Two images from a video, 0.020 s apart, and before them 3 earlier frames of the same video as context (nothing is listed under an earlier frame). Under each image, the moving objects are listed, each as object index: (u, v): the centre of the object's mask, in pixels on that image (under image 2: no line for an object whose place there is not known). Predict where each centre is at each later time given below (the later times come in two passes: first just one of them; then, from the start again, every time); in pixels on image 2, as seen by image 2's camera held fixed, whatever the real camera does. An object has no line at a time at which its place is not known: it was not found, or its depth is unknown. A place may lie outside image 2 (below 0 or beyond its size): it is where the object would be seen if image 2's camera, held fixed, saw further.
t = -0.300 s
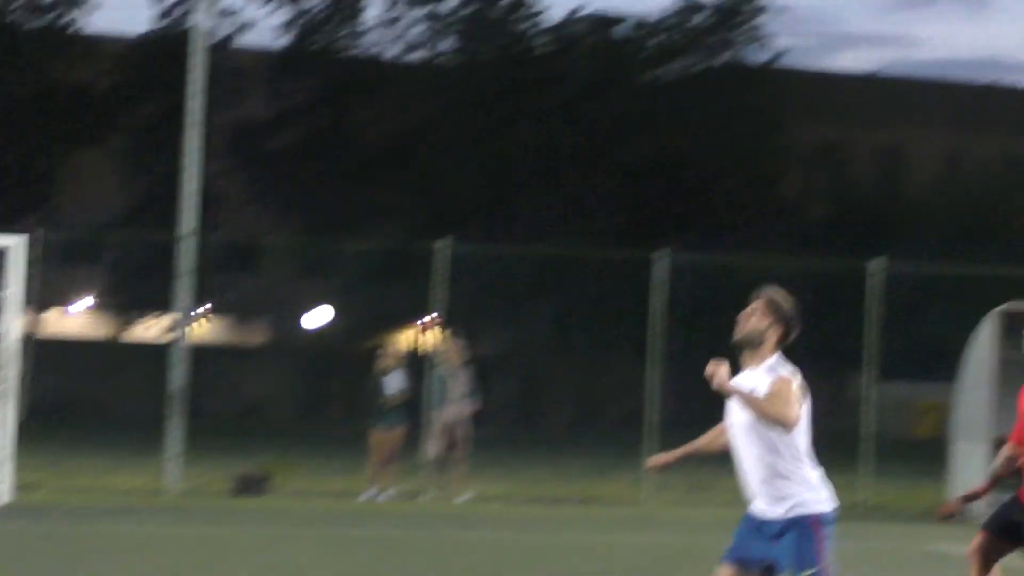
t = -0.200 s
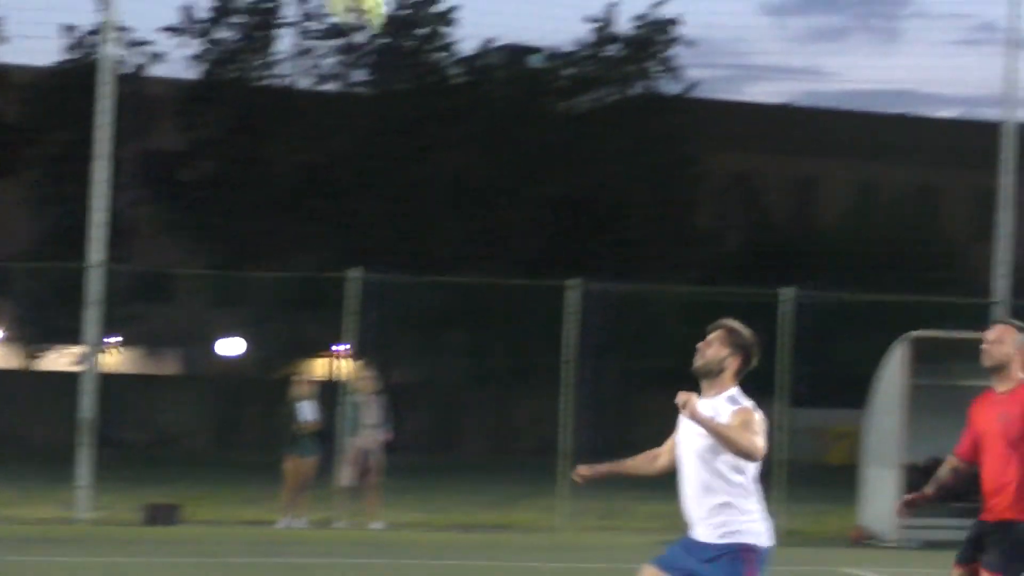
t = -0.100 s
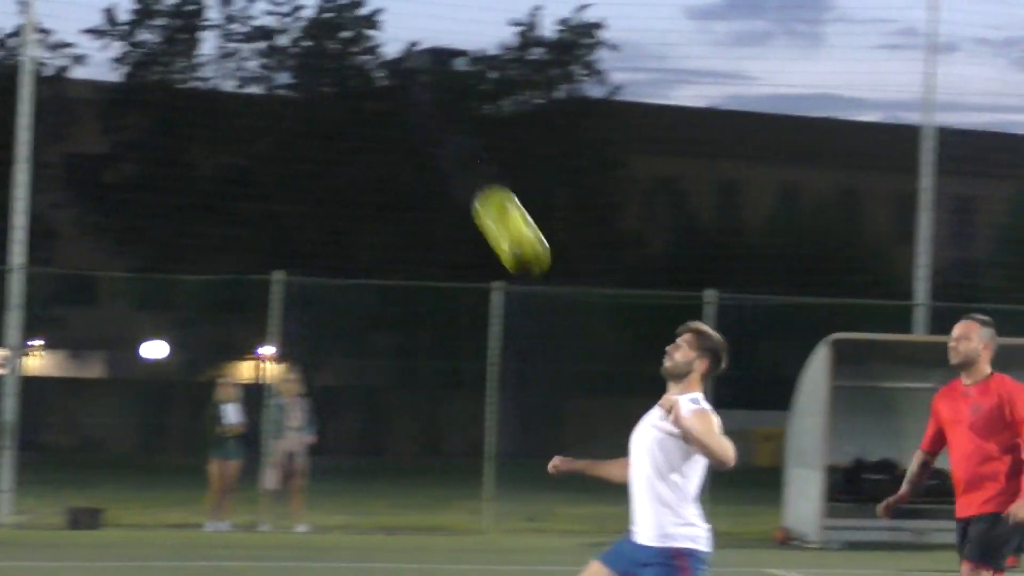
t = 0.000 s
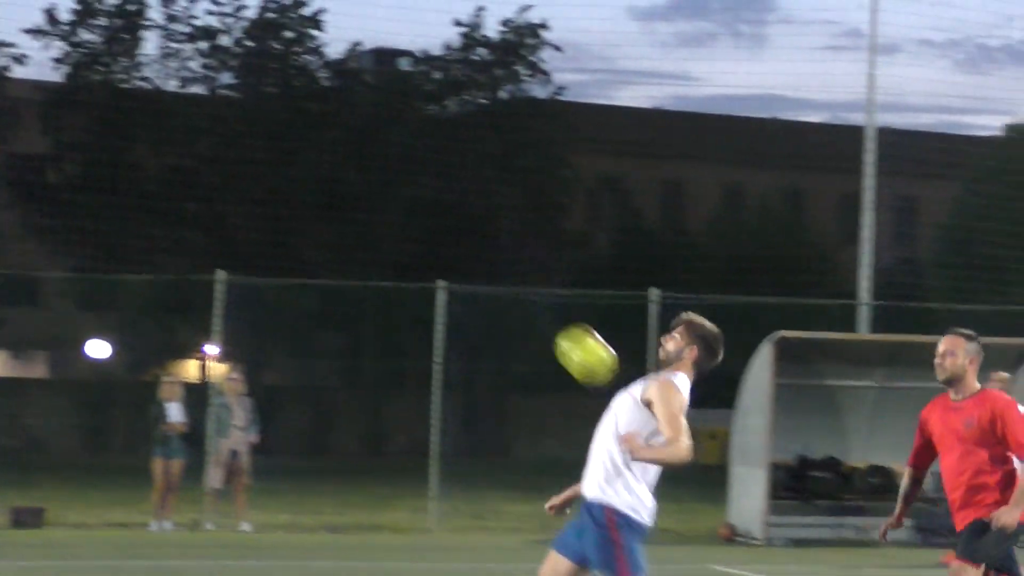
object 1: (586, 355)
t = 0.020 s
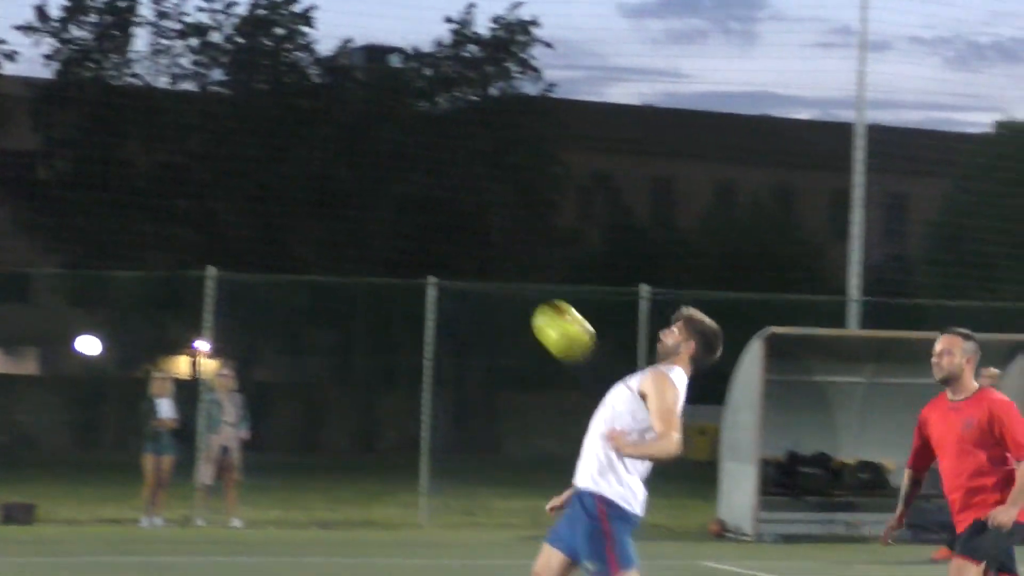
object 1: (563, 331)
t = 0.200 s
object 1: (449, 199)
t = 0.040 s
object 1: (551, 313)
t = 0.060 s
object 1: (537, 296)
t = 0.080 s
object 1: (525, 279)
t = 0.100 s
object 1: (512, 262)
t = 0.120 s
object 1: (499, 248)
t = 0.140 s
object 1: (487, 235)
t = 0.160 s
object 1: (474, 223)
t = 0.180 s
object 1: (461, 211)
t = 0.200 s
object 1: (449, 199)
